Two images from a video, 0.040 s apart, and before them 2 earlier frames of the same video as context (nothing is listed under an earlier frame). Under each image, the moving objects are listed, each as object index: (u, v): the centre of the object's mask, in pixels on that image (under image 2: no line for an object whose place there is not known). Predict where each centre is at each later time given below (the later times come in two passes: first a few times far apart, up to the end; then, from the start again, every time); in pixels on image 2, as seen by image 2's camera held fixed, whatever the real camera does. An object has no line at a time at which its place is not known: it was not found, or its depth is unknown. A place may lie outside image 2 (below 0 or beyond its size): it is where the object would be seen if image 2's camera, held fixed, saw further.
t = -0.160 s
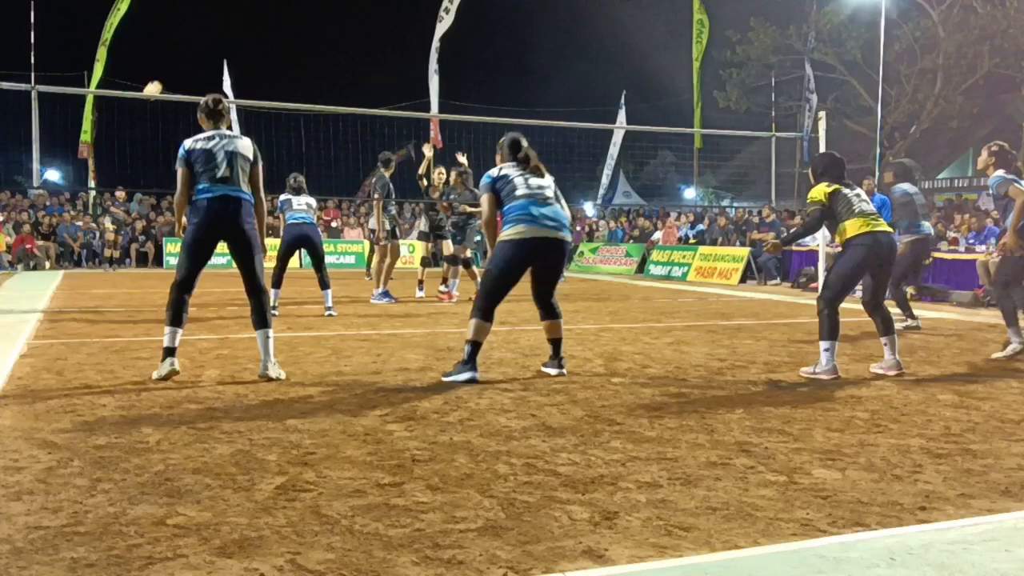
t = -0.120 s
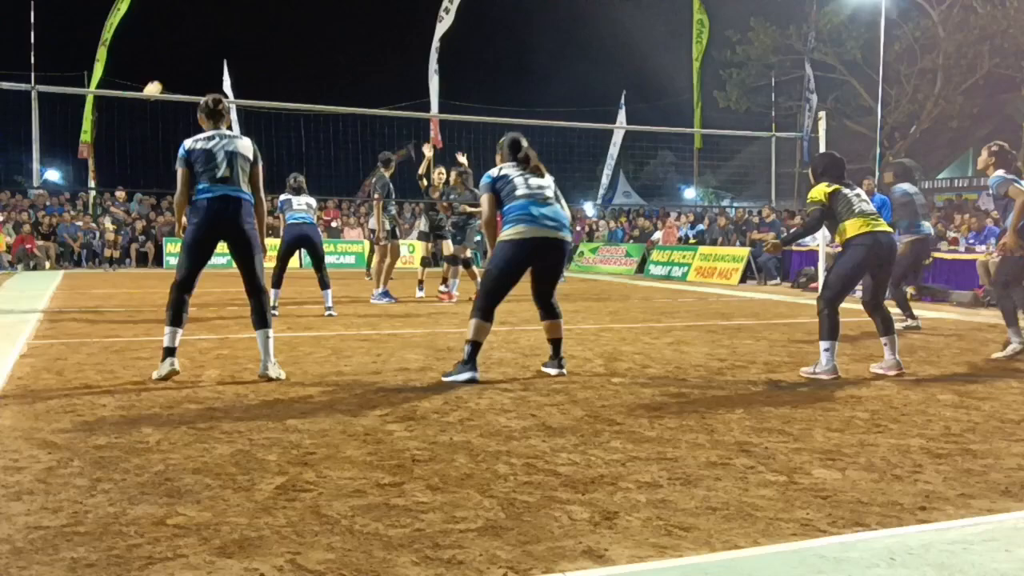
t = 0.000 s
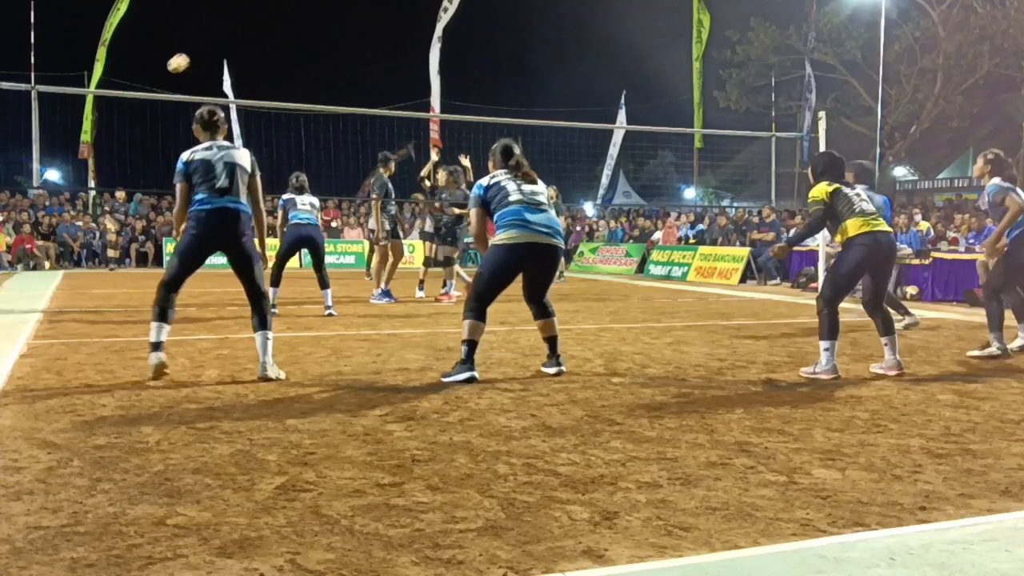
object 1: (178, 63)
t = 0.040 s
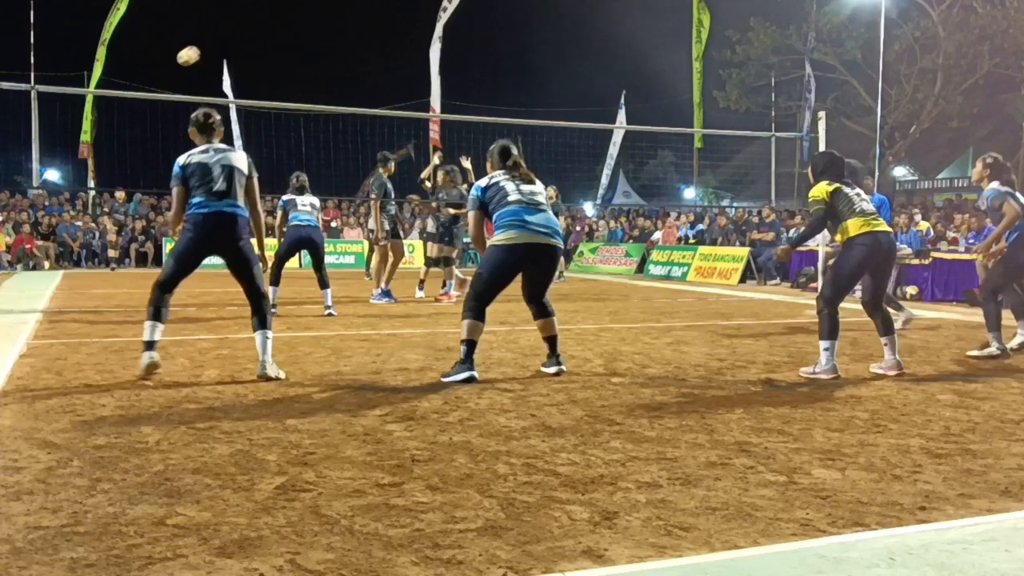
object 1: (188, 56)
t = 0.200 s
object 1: (240, 37)
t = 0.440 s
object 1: (345, 49)
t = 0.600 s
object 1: (446, 100)
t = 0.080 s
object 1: (200, 50)
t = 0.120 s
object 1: (212, 44)
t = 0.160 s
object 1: (225, 40)
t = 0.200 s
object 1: (240, 37)
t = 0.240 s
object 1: (255, 35)
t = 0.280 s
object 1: (271, 34)
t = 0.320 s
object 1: (288, 35)
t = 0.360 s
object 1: (306, 37)
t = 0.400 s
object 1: (325, 42)
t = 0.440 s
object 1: (345, 49)
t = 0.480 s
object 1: (367, 57)
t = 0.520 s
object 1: (391, 69)
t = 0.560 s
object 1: (415, 83)
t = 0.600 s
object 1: (446, 100)
